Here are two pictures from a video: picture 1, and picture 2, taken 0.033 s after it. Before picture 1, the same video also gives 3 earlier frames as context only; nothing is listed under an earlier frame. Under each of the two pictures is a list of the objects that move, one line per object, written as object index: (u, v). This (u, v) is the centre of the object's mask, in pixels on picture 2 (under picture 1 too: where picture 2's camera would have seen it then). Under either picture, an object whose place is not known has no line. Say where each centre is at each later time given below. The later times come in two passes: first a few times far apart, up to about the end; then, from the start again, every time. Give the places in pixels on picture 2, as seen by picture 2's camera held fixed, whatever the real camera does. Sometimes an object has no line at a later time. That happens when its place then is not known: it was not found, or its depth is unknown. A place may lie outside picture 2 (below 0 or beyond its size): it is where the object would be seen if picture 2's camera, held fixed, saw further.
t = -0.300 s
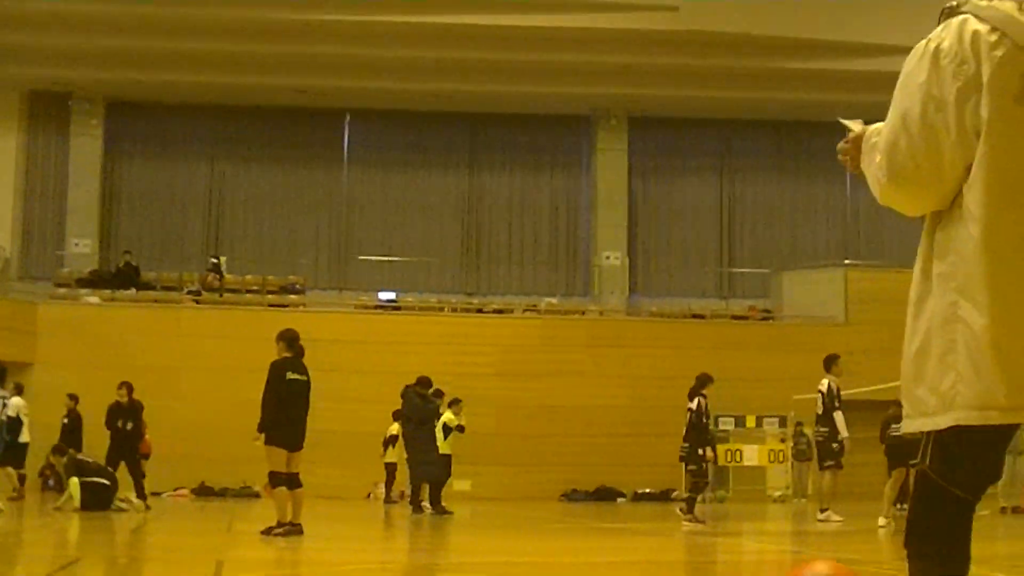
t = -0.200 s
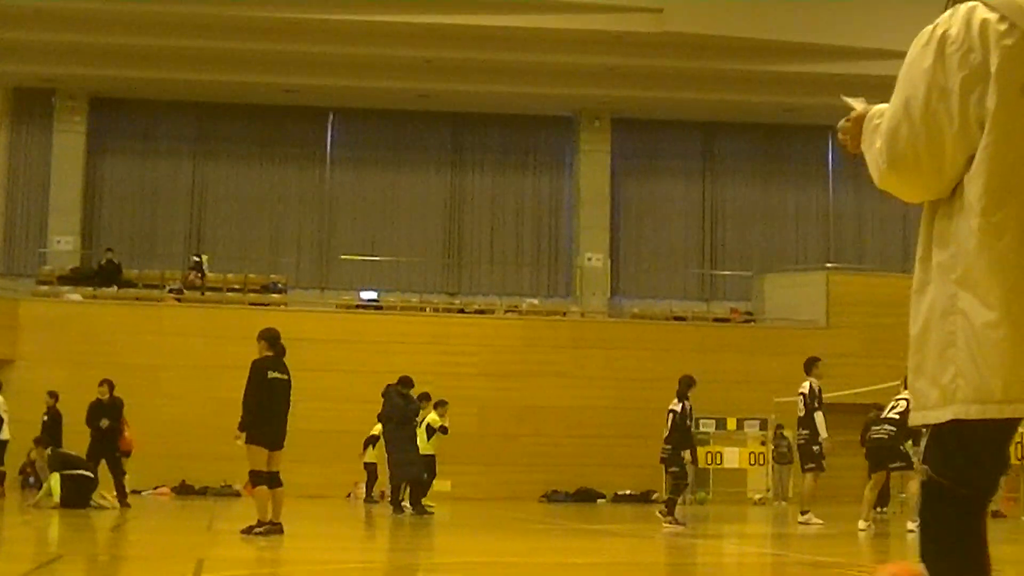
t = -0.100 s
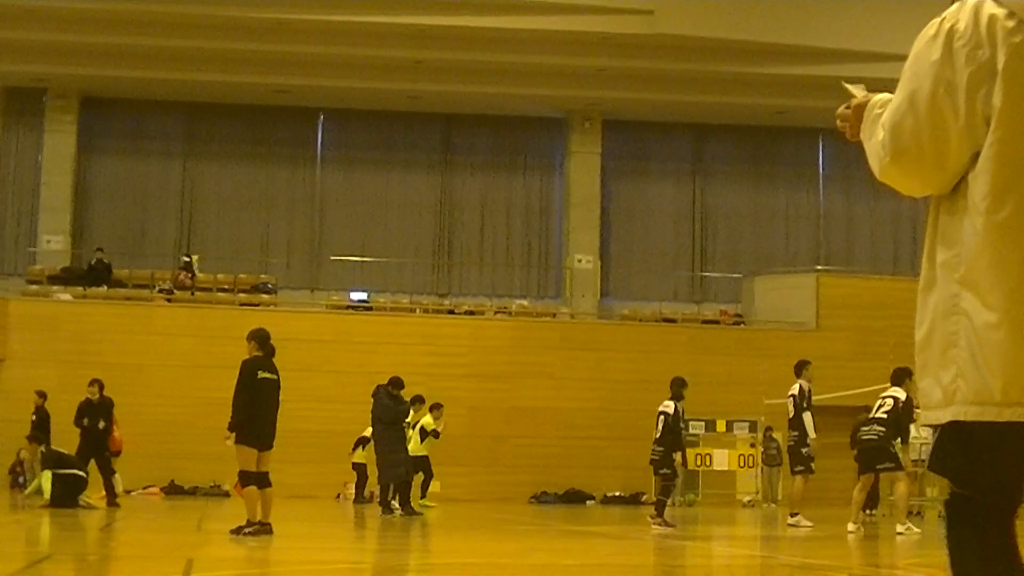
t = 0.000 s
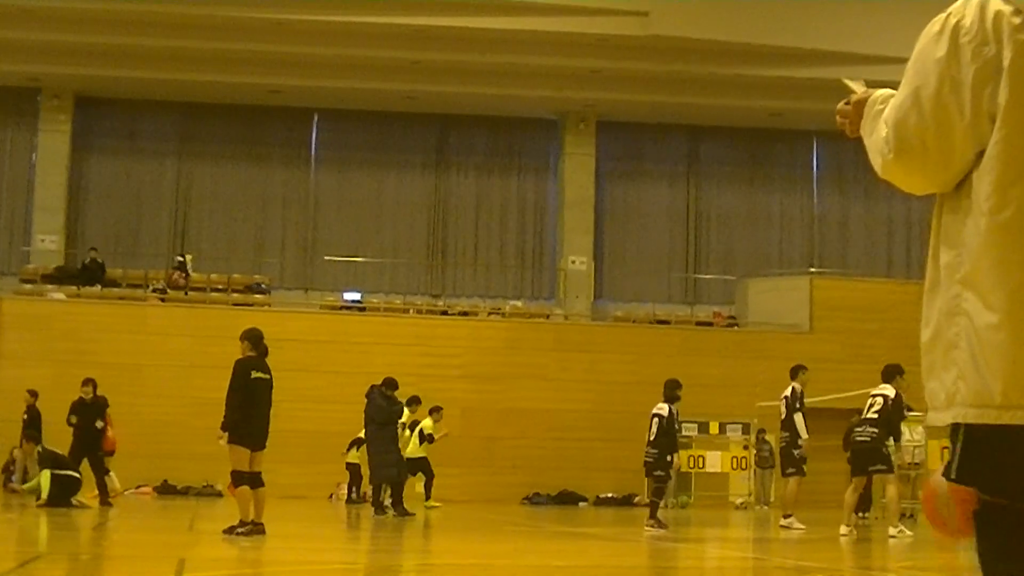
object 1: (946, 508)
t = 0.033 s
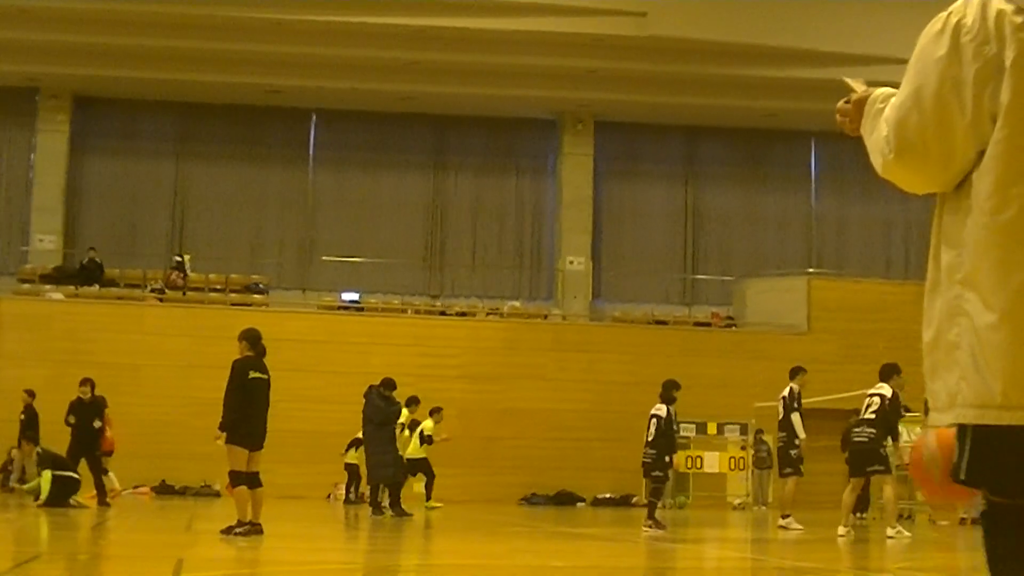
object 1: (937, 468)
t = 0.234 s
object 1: (885, 322)
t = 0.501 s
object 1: (809, 321)
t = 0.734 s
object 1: (746, 460)
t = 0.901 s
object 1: (712, 558)
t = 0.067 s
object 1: (928, 437)
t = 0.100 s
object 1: (915, 404)
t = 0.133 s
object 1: (909, 377)
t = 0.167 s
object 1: (906, 355)
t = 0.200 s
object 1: (897, 337)
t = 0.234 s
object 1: (885, 322)
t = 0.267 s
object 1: (877, 311)
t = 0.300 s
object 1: (867, 302)
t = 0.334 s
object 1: (858, 297)
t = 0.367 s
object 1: (851, 294)
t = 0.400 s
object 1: (841, 297)
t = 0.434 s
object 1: (831, 303)
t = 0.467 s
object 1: (820, 311)
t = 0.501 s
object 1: (809, 321)
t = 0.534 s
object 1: (798, 334)
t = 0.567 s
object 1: (790, 348)
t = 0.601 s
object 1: (781, 366)
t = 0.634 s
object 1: (770, 387)
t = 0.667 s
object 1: (762, 411)
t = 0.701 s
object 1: (754, 436)
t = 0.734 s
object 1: (746, 460)
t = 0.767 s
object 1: (737, 492)
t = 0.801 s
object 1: (727, 523)
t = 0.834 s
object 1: (718, 558)
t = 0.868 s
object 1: (712, 583)
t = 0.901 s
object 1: (712, 558)
